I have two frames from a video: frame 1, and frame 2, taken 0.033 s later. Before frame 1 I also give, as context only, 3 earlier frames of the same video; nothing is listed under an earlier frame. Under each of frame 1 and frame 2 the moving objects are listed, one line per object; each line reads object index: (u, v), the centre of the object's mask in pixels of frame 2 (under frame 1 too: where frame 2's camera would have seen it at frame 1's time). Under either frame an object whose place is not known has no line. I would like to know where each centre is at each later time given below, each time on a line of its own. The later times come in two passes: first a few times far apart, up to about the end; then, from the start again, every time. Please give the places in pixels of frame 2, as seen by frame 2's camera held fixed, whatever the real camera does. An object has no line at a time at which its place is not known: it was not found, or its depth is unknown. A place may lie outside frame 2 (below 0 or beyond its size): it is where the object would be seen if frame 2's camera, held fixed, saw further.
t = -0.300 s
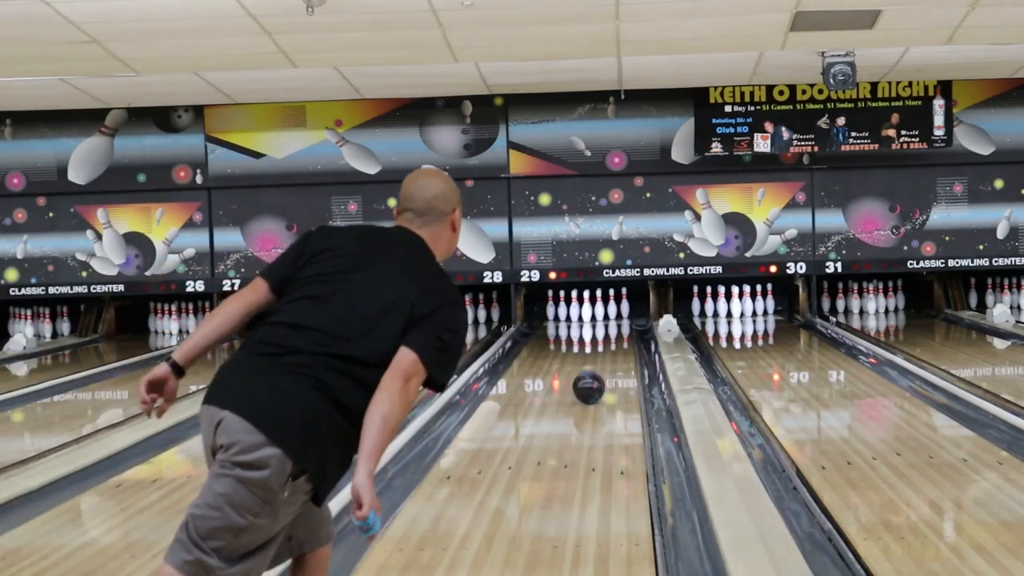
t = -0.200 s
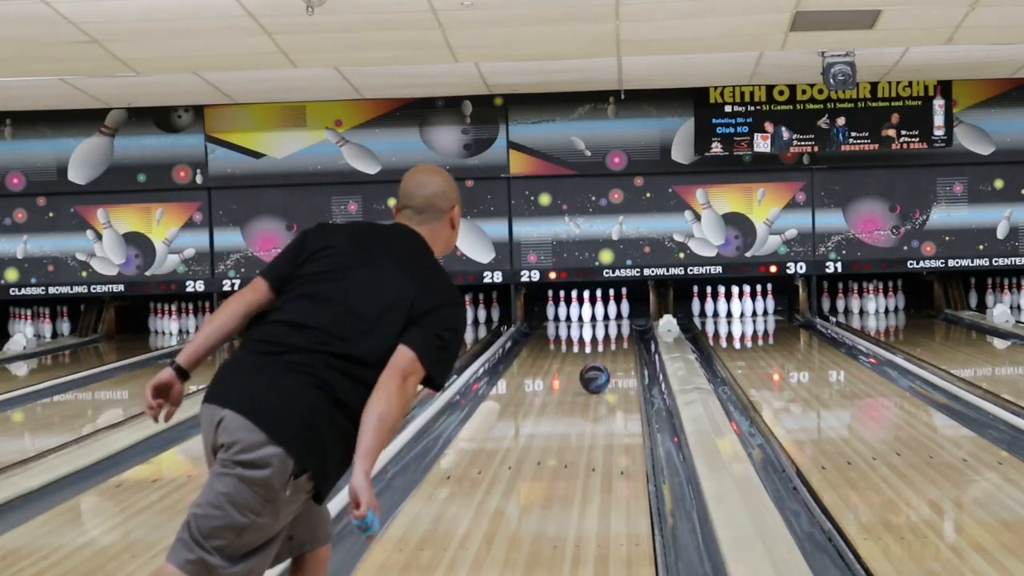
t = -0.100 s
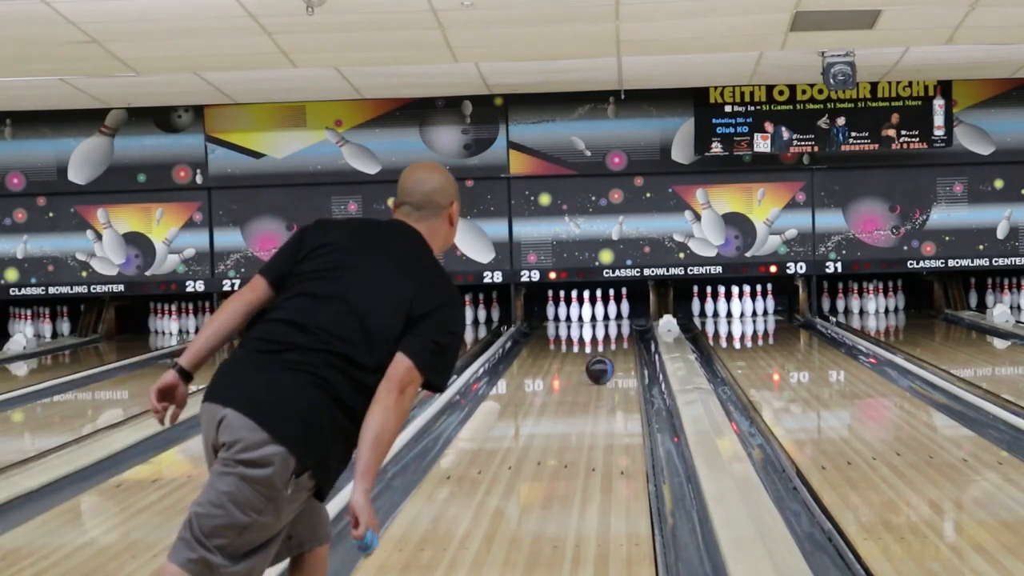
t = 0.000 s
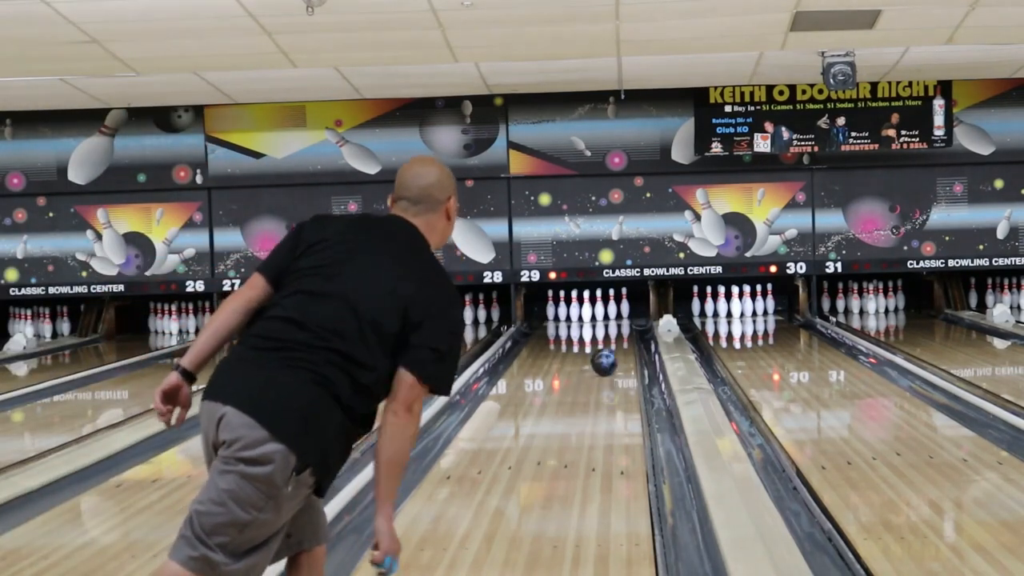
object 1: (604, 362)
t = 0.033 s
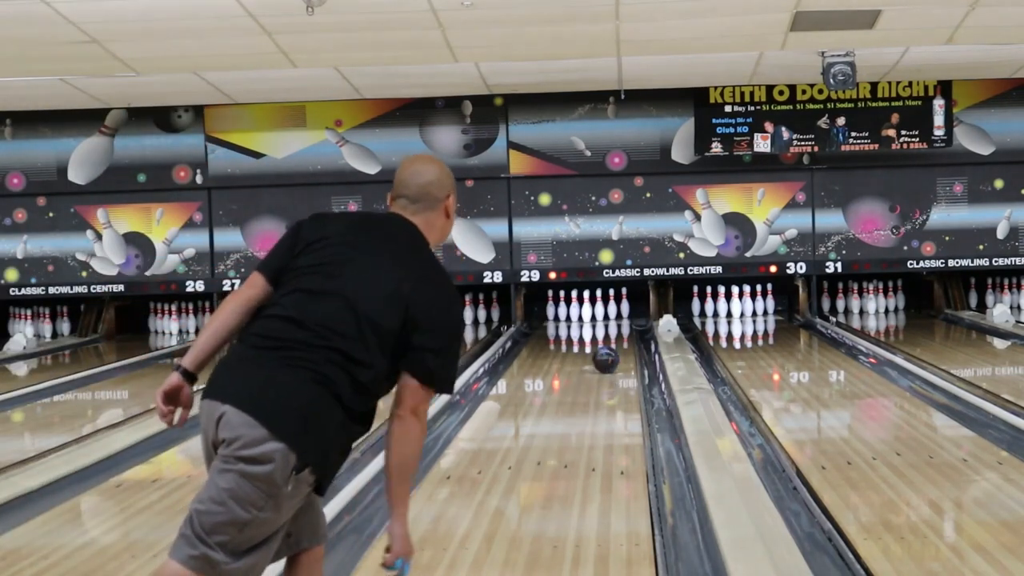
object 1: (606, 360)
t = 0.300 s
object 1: (614, 344)
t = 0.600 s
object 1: (615, 330)
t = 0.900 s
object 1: (606, 320)
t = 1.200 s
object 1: (593, 314)
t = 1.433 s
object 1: (591, 313)
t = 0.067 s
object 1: (607, 358)
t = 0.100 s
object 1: (609, 356)
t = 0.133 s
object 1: (609, 354)
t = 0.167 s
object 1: (610, 351)
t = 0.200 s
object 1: (611, 349)
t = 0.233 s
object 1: (612, 347)
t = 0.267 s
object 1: (613, 345)
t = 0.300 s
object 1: (614, 344)
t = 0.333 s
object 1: (615, 342)
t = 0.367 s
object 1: (616, 340)
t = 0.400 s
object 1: (615, 338)
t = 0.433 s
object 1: (617, 337)
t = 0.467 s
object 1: (616, 336)
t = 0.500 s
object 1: (616, 334)
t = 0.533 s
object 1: (616, 332)
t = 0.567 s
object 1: (616, 331)
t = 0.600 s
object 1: (615, 330)
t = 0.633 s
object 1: (615, 329)
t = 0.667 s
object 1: (614, 328)
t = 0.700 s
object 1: (613, 326)
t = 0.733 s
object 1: (612, 325)
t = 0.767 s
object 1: (612, 324)
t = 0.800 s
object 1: (611, 324)
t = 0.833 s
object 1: (610, 323)
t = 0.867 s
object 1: (608, 321)
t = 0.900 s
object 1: (606, 320)
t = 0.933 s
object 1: (604, 319)
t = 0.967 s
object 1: (603, 319)
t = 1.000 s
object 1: (601, 318)
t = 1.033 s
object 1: (600, 317)
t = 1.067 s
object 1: (598, 316)
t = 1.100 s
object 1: (596, 315)
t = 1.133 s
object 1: (595, 314)
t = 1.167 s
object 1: (594, 314)
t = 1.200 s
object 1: (593, 314)
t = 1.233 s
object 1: (594, 313)
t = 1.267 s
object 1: (592, 313)
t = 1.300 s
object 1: (592, 312)
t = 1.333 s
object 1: (592, 312)
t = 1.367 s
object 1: (592, 311)
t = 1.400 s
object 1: (591, 311)
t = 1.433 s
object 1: (591, 313)
